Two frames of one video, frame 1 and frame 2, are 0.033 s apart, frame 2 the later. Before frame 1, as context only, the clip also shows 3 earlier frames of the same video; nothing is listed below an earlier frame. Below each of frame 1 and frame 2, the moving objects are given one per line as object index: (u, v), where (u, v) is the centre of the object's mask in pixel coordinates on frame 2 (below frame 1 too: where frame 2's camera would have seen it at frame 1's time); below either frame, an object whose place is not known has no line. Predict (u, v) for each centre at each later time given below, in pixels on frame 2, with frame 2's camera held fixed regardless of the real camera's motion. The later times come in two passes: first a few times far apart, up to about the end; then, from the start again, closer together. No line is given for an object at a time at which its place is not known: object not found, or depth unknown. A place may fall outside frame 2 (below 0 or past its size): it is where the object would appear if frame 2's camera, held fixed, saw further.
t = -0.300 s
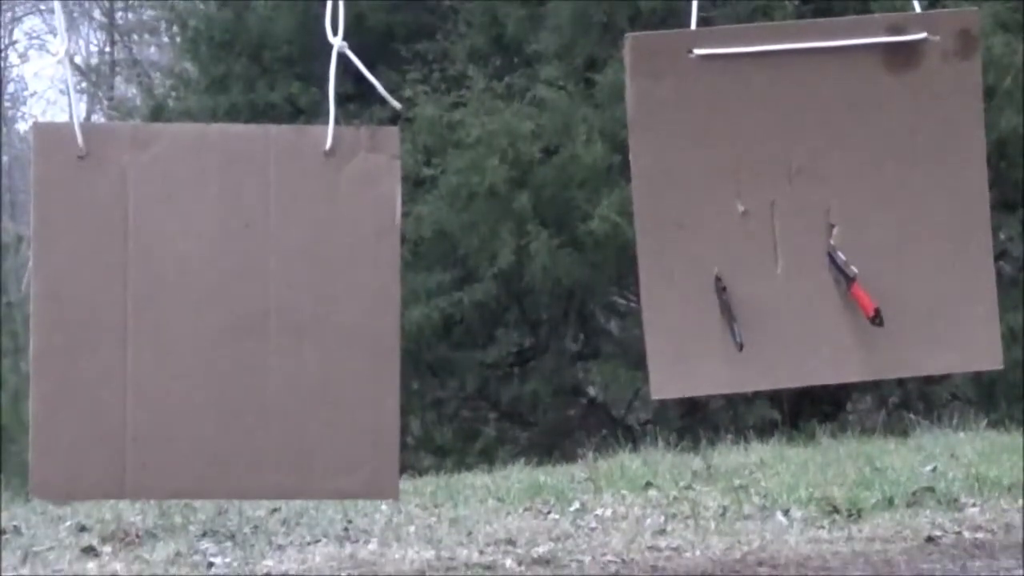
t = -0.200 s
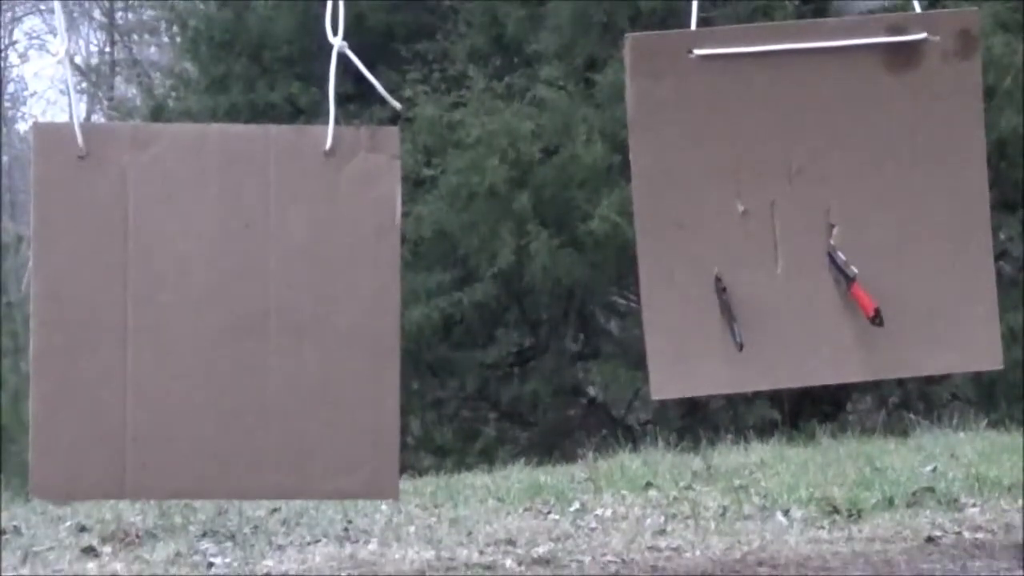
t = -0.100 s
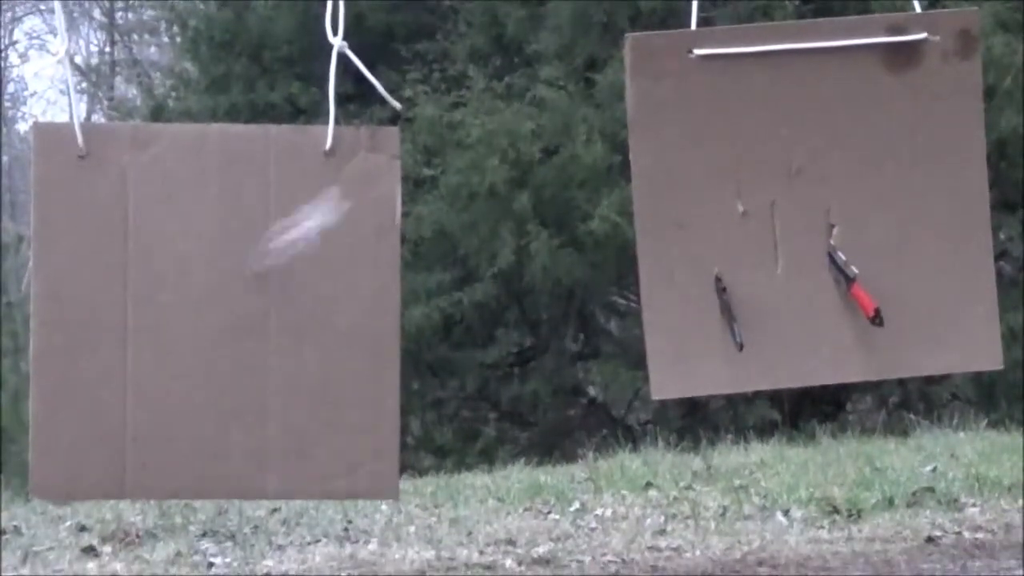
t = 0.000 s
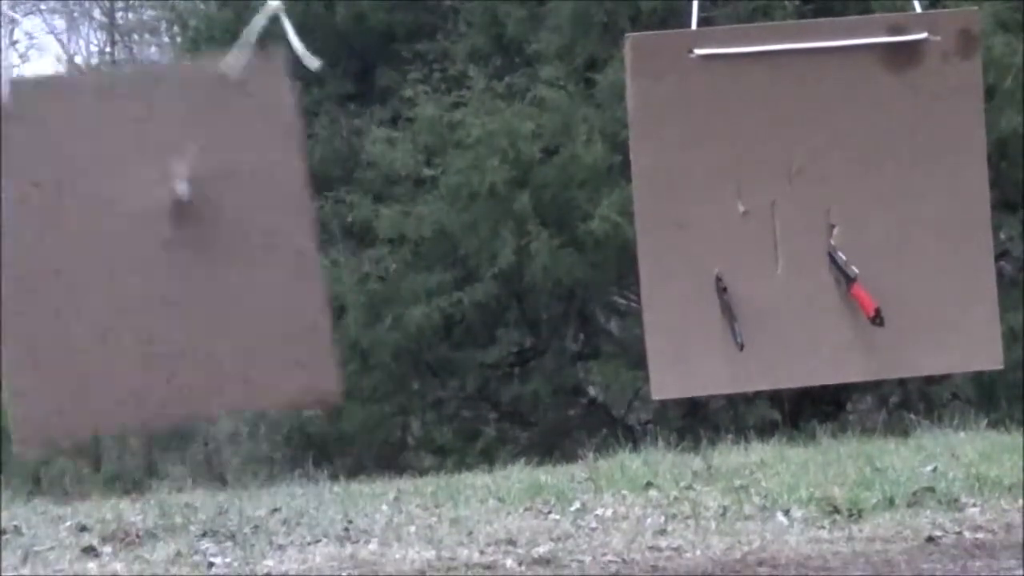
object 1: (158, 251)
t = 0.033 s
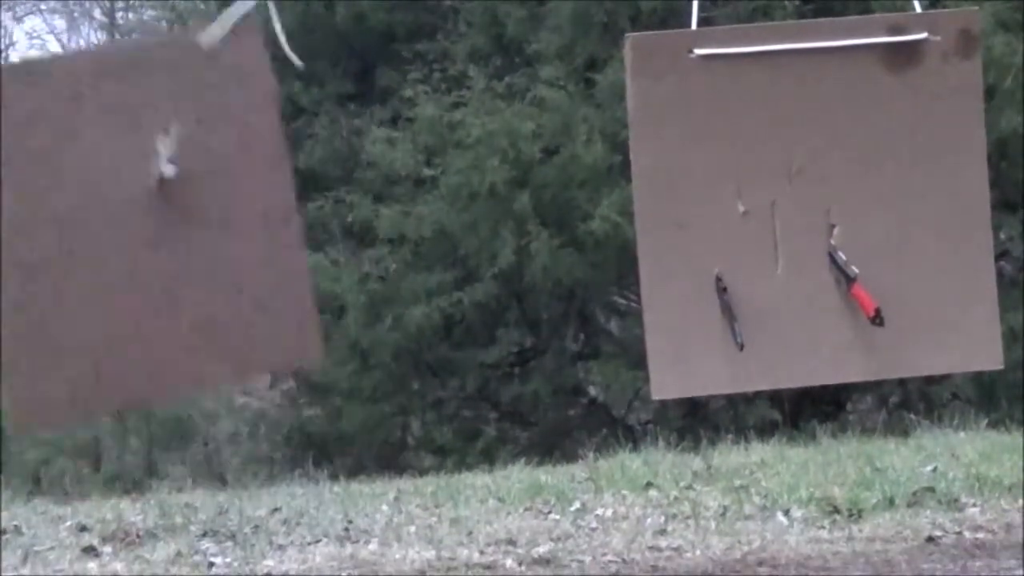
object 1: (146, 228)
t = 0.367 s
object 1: (150, 206)
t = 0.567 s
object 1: (200, 283)
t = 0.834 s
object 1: (225, 302)
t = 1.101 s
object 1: (205, 306)
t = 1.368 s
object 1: (208, 308)
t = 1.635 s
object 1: (218, 305)
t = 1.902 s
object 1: (201, 305)
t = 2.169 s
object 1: (196, 307)
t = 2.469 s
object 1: (219, 308)
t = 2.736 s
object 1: (213, 309)
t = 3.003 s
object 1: (199, 309)
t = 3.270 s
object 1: (208, 307)
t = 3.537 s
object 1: (211, 308)
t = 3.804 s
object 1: (204, 309)
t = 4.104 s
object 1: (210, 309)
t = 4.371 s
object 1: (210, 308)
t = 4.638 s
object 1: (203, 308)
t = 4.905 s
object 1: (208, 308)
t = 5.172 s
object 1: (212, 308)
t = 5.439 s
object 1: (206, 309)
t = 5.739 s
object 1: (207, 308)
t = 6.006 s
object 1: (210, 308)
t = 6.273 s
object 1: (207, 308)
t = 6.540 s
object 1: (208, 308)
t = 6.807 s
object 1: (210, 308)
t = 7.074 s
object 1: (206, 308)
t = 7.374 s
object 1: (207, 308)
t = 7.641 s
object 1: (209, 309)
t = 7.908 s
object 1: (207, 308)
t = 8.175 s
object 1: (207, 308)
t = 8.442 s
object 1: (208, 308)
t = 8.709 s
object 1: (207, 308)
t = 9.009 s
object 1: (208, 308)
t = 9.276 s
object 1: (208, 308)
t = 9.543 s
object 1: (207, 308)
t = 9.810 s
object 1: (208, 308)
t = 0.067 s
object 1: (137, 211)
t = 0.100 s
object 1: (129, 201)
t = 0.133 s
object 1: (124, 196)
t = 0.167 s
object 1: (120, 191)
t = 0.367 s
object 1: (150, 206)
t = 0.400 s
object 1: (160, 218)
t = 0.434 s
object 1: (167, 234)
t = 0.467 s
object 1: (174, 251)
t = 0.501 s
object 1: (183, 267)
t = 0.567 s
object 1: (200, 283)
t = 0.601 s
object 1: (205, 286)
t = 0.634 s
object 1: (211, 287)
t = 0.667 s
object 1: (215, 290)
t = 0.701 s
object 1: (219, 296)
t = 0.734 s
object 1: (223, 300)
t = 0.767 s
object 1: (224, 303)
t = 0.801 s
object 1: (225, 303)
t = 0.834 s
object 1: (225, 302)
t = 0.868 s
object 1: (223, 303)
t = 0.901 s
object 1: (221, 305)
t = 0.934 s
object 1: (219, 306)
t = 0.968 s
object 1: (215, 307)
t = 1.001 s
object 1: (212, 307)
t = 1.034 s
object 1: (210, 307)
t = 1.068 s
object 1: (207, 306)
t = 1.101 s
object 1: (205, 306)
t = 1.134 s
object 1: (204, 306)
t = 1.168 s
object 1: (203, 306)
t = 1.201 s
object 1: (202, 306)
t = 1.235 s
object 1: (202, 306)
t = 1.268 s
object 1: (203, 306)
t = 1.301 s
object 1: (204, 307)
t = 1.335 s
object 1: (205, 307)
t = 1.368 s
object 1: (208, 308)
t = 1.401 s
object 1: (209, 308)
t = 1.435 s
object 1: (211, 308)
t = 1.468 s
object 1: (213, 308)
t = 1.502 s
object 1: (216, 308)
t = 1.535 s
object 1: (217, 307)
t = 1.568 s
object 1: (218, 307)
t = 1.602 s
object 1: (219, 306)
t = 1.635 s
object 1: (218, 305)
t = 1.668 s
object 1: (218, 305)
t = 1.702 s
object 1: (216, 305)
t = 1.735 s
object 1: (214, 305)
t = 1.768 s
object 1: (212, 305)
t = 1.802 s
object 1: (209, 305)
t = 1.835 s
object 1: (207, 305)
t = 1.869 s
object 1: (204, 304)
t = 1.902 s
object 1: (201, 305)
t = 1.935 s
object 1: (198, 305)
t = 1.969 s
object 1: (196, 305)
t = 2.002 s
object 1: (194, 305)
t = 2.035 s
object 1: (194, 305)
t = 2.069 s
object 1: (194, 305)
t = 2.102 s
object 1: (194, 306)
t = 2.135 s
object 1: (195, 306)
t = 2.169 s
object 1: (196, 307)
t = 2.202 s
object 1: (197, 307)
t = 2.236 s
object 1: (201, 308)
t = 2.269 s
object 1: (204, 308)
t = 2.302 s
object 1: (207, 308)
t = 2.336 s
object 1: (209, 308)
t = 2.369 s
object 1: (212, 308)
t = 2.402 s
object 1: (215, 309)
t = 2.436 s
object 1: (217, 309)
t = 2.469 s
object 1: (219, 308)
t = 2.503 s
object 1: (220, 308)
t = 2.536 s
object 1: (221, 308)
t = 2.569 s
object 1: (221, 308)
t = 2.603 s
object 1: (221, 308)
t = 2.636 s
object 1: (219, 308)
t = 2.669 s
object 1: (218, 309)
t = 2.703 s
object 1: (216, 309)
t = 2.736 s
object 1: (213, 309)
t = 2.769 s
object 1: (211, 309)
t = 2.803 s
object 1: (209, 309)
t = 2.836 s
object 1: (207, 309)
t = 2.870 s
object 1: (204, 309)
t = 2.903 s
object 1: (202, 309)
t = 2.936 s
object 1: (200, 309)
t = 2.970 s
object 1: (199, 309)
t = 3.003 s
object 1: (199, 309)
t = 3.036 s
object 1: (199, 309)
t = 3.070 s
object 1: (199, 308)
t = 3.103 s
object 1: (199, 308)
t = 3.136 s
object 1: (200, 308)
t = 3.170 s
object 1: (202, 308)
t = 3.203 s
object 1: (204, 308)
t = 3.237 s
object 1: (206, 308)
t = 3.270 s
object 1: (208, 307)
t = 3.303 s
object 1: (209, 307)
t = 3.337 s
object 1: (211, 307)
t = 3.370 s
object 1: (212, 307)
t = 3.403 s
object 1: (212, 307)
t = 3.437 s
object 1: (212, 307)
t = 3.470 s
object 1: (212, 307)
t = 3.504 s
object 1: (212, 308)
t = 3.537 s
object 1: (211, 308)
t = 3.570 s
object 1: (210, 308)
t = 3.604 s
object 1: (208, 308)
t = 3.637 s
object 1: (207, 308)
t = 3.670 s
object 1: (206, 309)
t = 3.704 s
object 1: (205, 309)
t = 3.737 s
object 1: (204, 309)
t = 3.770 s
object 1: (204, 309)
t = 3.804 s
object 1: (204, 309)
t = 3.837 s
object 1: (204, 309)
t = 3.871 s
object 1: (204, 309)
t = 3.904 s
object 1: (204, 309)
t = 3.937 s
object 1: (205, 309)
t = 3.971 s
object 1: (206, 309)
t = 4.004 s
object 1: (207, 309)
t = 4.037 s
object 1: (209, 309)
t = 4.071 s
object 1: (209, 309)
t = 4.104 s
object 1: (210, 309)
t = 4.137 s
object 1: (211, 309)
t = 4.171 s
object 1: (212, 309)
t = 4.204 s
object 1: (213, 308)
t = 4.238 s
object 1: (213, 308)
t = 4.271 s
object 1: (213, 308)
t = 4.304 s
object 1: (212, 308)
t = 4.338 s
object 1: (212, 308)
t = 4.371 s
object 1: (210, 308)
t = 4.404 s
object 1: (210, 308)
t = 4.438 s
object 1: (209, 308)
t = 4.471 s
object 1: (207, 308)
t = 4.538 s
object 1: (205, 308)
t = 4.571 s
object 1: (204, 308)
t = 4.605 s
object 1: (203, 308)
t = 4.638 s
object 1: (203, 308)
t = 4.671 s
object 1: (203, 308)
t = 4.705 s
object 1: (203, 308)
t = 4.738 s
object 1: (203, 308)
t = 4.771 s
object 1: (203, 308)
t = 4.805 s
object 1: (204, 308)
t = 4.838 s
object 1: (205, 308)
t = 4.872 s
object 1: (207, 308)
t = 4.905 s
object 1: (208, 308)
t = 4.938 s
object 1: (209, 308)
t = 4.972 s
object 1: (210, 308)
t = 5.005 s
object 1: (211, 308)
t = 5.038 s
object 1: (211, 308)
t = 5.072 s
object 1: (212, 308)
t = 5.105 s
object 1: (212, 308)
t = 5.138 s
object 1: (212, 308)
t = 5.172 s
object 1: (212, 308)
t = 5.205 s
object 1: (212, 309)
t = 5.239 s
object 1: (211, 309)
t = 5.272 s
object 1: (211, 309)
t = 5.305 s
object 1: (209, 309)
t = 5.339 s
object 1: (209, 309)
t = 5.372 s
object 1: (207, 309)
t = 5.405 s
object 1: (207, 309)
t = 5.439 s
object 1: (206, 309)
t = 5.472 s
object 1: (206, 309)
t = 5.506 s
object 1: (205, 309)
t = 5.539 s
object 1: (205, 309)
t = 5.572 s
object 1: (205, 309)
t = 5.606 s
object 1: (205, 309)
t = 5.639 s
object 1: (205, 308)
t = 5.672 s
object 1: (205, 308)
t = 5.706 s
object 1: (206, 308)
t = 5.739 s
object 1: (207, 308)
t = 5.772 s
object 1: (207, 308)
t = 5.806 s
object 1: (208, 308)
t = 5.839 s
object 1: (209, 308)
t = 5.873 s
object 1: (209, 308)
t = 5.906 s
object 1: (209, 308)
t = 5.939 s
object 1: (210, 308)
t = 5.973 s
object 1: (210, 308)
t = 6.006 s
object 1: (210, 308)
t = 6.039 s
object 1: (210, 308)
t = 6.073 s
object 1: (210, 308)
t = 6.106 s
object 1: (209, 308)
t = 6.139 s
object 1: (209, 308)
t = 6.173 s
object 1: (208, 308)
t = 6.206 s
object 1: (207, 308)
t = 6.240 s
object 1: (207, 308)
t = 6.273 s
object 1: (207, 308)
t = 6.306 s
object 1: (206, 309)
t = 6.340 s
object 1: (206, 309)
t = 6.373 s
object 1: (206, 309)
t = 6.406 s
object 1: (206, 308)
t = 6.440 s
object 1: (206, 308)
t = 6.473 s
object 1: (207, 308)
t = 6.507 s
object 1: (207, 308)
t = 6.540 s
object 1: (208, 308)
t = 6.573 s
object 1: (208, 308)
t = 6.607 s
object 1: (209, 308)
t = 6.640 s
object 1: (209, 308)
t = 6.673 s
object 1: (210, 308)
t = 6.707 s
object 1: (210, 308)
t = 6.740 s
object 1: (210, 308)
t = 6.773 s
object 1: (210, 308)
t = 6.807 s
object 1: (210, 308)
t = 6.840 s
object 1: (210, 308)
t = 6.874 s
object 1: (209, 308)
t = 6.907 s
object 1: (209, 308)
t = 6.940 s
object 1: (208, 308)
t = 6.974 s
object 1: (208, 308)
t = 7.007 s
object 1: (207, 308)
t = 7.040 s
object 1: (206, 308)
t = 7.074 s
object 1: (206, 308)
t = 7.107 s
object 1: (206, 308)
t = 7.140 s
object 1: (206, 308)
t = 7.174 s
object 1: (206, 308)
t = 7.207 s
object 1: (206, 308)
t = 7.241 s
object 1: (206, 308)
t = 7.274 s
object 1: (206, 308)
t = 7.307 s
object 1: (206, 308)
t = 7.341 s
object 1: (207, 308)
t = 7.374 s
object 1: (207, 308)
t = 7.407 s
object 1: (208, 308)
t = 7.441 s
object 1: (208, 308)
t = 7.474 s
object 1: (209, 308)
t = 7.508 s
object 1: (209, 308)
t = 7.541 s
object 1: (209, 308)
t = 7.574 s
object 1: (209, 309)
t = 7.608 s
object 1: (209, 309)
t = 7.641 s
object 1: (209, 309)
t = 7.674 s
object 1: (209, 309)
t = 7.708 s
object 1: (209, 309)
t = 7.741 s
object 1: (209, 309)
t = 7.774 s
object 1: (209, 309)
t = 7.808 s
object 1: (208, 309)
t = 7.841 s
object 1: (208, 308)
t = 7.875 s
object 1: (207, 308)
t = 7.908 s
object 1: (207, 308)
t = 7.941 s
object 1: (207, 308)
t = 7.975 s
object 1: (207, 308)
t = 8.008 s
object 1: (207, 308)
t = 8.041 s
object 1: (207, 308)
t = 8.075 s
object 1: (207, 308)
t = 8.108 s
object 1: (207, 308)
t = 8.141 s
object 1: (207, 308)
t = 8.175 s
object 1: (207, 308)
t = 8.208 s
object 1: (208, 308)
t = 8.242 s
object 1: (208, 308)
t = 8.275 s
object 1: (208, 308)
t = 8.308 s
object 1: (208, 308)
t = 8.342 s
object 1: (208, 308)
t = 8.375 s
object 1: (208, 308)
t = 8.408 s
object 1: (208, 308)
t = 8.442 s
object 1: (208, 308)
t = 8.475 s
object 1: (208, 308)
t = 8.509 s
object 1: (208, 308)
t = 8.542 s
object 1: (208, 308)
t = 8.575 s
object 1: (208, 308)
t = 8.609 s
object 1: (208, 308)
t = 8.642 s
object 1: (207, 308)
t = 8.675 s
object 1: (207, 308)
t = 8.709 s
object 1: (207, 308)
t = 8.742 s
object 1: (207, 308)
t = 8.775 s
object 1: (207, 308)
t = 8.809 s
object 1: (207, 308)
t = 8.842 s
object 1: (207, 308)
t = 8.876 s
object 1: (207, 308)
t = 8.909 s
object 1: (207, 308)
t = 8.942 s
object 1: (208, 308)
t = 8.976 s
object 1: (208, 308)
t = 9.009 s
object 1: (208, 308)
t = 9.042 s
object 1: (208, 308)
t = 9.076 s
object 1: (208, 308)
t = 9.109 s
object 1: (208, 308)
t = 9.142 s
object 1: (208, 308)
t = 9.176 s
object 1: (208, 308)
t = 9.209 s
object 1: (209, 308)
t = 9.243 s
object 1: (208, 308)
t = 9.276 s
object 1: (208, 308)
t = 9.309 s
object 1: (208, 308)
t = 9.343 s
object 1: (208, 308)
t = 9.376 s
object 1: (208, 308)
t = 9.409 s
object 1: (207, 308)
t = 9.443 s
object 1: (207, 308)
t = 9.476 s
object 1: (207, 308)
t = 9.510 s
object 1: (207, 308)
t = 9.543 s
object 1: (207, 308)
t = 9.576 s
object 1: (207, 308)
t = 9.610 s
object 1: (207, 308)
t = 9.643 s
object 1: (207, 308)
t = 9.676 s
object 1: (207, 308)
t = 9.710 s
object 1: (207, 308)
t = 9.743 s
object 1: (207, 308)
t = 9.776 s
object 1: (208, 308)
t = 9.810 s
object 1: (208, 308)
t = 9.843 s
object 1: (208, 308)
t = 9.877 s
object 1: (208, 308)
